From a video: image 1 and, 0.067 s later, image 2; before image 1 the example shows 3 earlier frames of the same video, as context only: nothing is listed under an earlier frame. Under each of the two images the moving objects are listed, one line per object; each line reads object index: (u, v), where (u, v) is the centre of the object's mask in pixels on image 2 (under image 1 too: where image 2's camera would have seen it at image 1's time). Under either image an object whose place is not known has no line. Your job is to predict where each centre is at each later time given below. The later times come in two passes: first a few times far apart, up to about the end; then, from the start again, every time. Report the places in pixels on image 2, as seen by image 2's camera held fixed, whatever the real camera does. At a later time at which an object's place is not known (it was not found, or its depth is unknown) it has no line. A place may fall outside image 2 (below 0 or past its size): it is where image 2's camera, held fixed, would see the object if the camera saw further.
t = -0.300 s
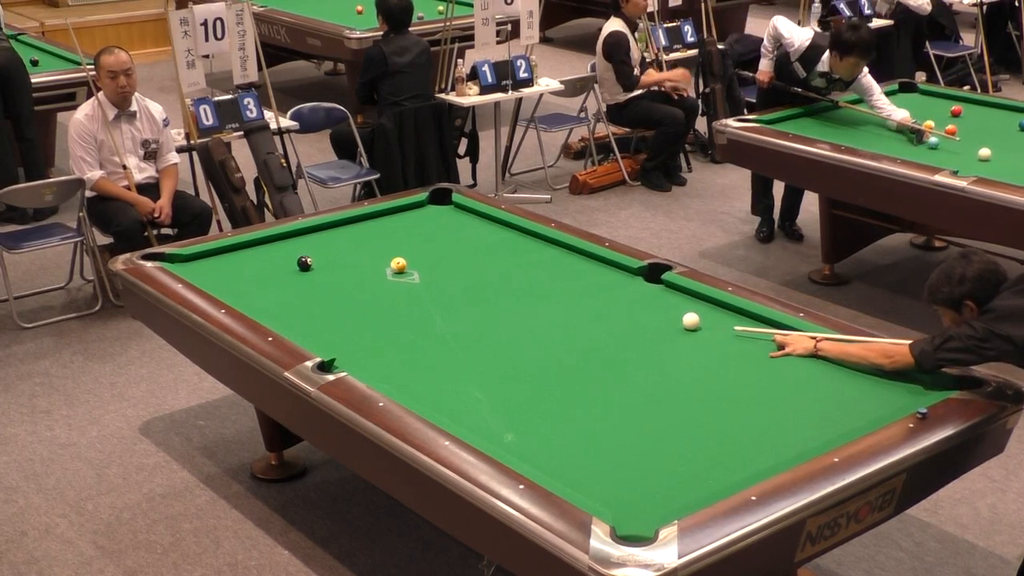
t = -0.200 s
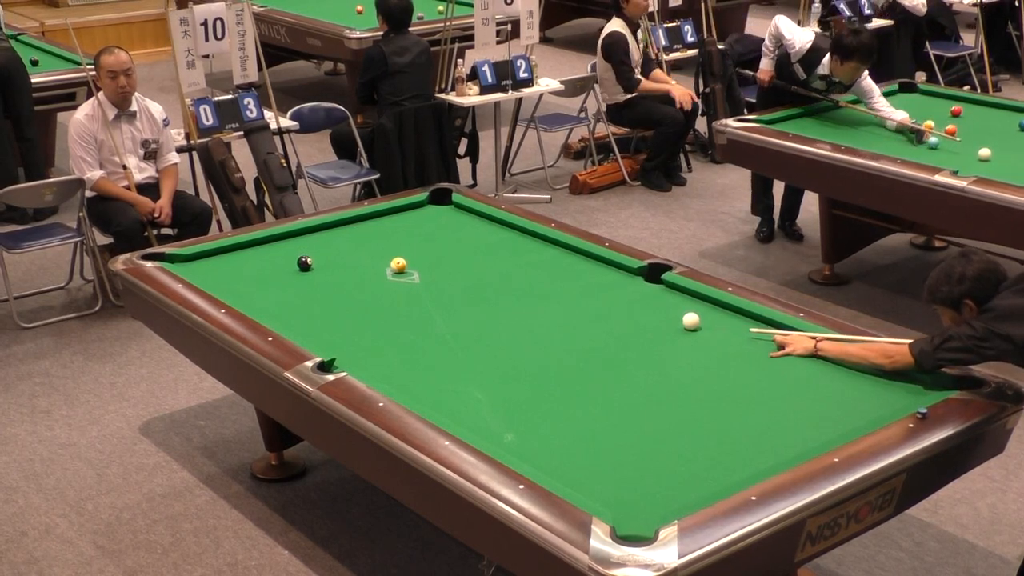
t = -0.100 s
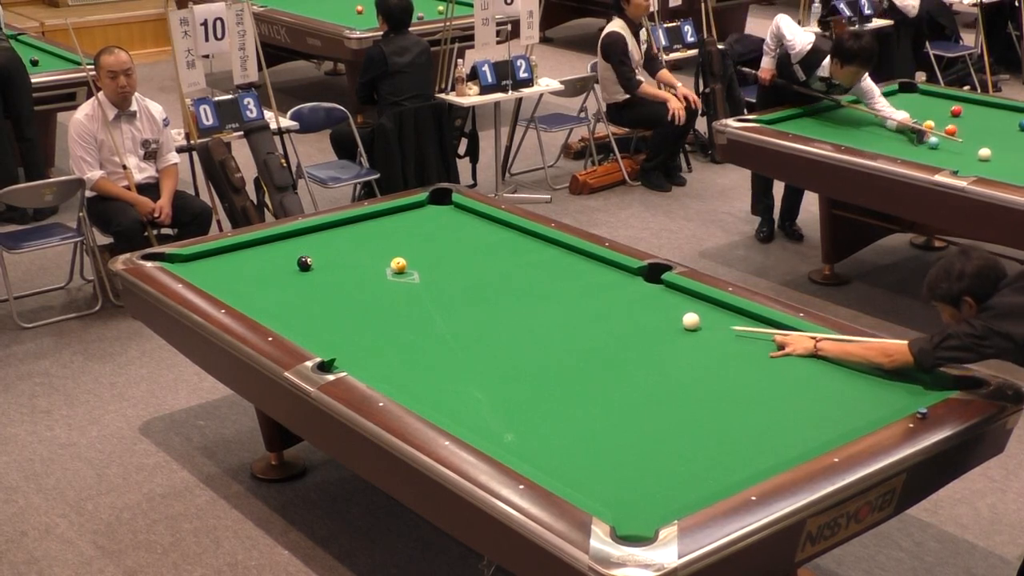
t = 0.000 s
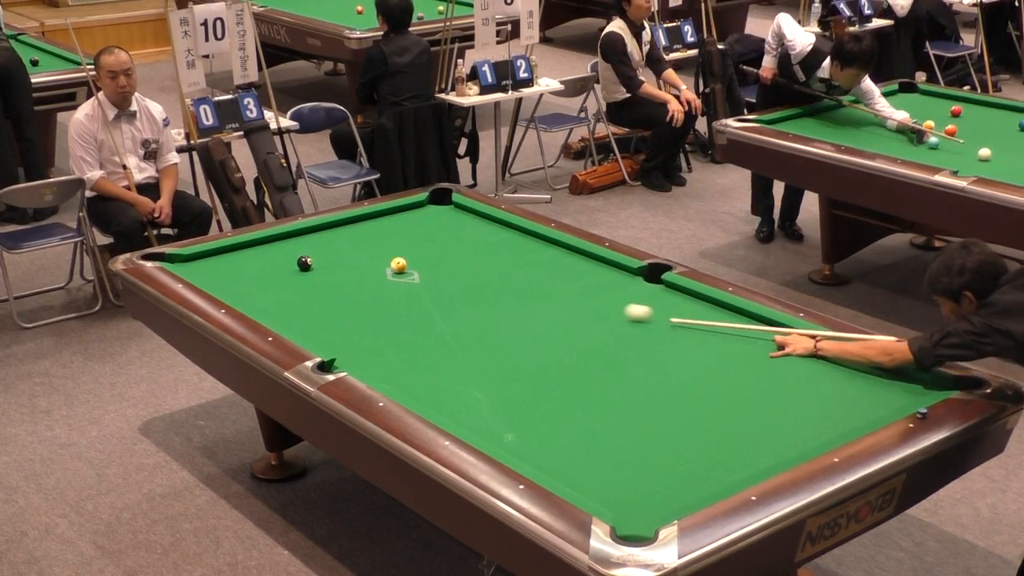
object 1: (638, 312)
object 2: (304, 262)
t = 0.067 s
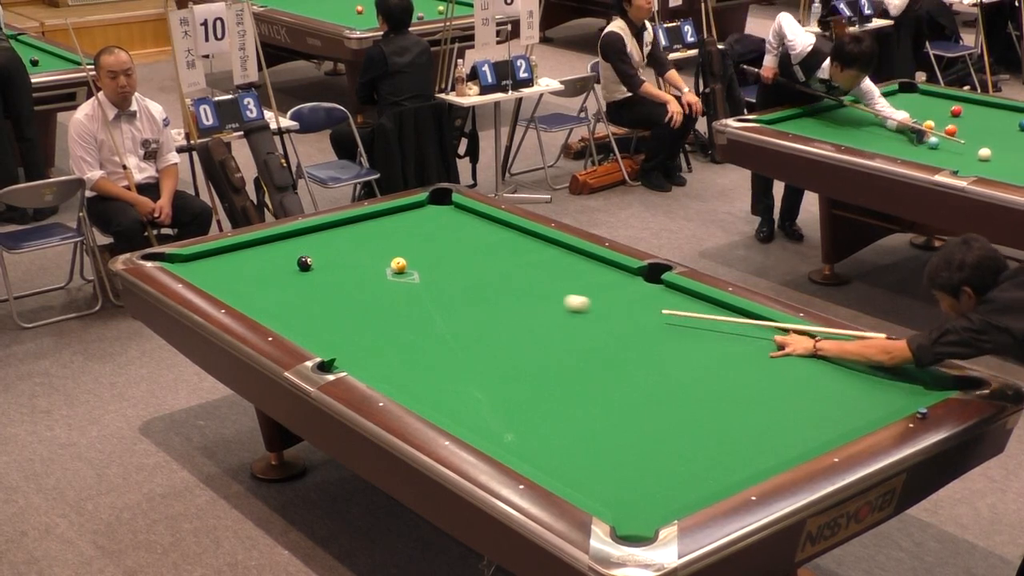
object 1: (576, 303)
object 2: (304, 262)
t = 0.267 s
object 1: (421, 279)
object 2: (304, 262)
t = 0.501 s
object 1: (320, 259)
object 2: (270, 262)
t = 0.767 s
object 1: (321, 244)
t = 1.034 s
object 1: (321, 231)
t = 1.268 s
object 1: (340, 227)
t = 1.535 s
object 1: (369, 227)
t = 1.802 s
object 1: (397, 227)
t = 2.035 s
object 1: (420, 227)
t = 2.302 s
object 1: (445, 227)
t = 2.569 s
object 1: (469, 226)
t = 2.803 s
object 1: (488, 226)
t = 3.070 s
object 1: (508, 226)
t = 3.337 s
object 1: (507, 230)
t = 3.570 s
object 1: (505, 233)
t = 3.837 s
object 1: (503, 236)
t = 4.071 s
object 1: (502, 238)
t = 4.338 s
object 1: (501, 240)
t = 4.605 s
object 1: (500, 241)
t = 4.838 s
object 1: (499, 242)
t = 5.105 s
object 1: (499, 243)
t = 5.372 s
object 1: (498, 243)
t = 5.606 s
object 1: (498, 243)
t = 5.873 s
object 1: (498, 243)
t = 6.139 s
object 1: (498, 243)
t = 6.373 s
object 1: (499, 243)
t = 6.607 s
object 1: (499, 243)
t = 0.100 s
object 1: (548, 299)
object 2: (304, 262)
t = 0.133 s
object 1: (520, 294)
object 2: (304, 262)
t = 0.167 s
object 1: (494, 290)
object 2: (304, 262)
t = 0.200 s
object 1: (469, 286)
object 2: (304, 262)
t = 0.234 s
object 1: (445, 283)
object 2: (304, 262)
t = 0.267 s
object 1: (421, 279)
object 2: (304, 262)
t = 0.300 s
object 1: (399, 275)
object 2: (304, 262)
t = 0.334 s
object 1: (378, 272)
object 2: (304, 262)
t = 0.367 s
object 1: (358, 269)
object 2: (304, 262)
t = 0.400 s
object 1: (339, 266)
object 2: (304, 262)
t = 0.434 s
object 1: (322, 263)
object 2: (304, 262)
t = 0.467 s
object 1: (320, 261)
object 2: (288, 262)
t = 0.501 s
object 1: (320, 259)
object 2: (270, 262)
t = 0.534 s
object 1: (321, 257)
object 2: (253, 262)
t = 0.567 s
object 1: (321, 255)
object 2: (237, 261)
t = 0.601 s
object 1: (321, 253)
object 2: (220, 261)
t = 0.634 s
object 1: (320, 251)
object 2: (205, 261)
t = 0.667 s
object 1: (321, 249)
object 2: (192, 261)
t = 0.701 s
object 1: (321, 248)
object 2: (177, 259)
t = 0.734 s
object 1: (321, 246)
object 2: (166, 258)
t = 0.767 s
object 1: (321, 244)
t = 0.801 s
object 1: (321, 242)
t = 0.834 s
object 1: (321, 241)
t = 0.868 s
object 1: (321, 239)
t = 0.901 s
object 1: (321, 237)
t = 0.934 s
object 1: (321, 236)
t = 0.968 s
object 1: (321, 234)
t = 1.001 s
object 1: (321, 232)
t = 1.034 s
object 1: (321, 231)
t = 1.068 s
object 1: (321, 229)
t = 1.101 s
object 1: (321, 227)
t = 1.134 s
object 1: (324, 227)
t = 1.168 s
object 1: (328, 227)
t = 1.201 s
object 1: (332, 227)
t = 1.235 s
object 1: (336, 227)
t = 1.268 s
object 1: (340, 227)
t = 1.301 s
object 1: (343, 227)
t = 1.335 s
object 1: (347, 227)
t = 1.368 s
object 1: (351, 227)
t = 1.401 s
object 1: (354, 227)
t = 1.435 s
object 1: (358, 227)
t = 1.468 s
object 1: (362, 227)
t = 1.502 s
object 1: (366, 227)
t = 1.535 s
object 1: (369, 227)
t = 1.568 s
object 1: (373, 227)
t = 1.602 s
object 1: (376, 227)
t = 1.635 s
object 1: (380, 227)
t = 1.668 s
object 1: (383, 227)
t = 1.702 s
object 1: (387, 227)
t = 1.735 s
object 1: (390, 227)
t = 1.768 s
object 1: (394, 227)
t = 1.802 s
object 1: (397, 227)
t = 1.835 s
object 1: (401, 227)
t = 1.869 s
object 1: (404, 227)
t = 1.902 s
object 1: (407, 227)
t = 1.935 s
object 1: (410, 227)
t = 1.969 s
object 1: (414, 227)
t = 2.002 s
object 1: (417, 227)
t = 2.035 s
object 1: (420, 227)
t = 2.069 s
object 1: (424, 227)
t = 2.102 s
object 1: (427, 227)
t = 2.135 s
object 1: (430, 227)
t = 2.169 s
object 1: (433, 227)
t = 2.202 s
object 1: (436, 227)
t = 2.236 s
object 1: (439, 227)
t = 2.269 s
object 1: (442, 227)
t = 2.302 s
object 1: (445, 227)
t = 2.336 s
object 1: (448, 227)
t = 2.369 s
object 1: (451, 226)
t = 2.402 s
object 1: (454, 227)
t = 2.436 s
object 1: (457, 227)
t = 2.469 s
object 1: (460, 226)
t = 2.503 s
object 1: (463, 226)
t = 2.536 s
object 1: (466, 226)
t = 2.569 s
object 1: (469, 226)
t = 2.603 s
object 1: (472, 226)
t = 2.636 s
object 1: (475, 226)
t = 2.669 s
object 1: (478, 226)
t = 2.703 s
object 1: (480, 226)
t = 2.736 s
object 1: (483, 226)
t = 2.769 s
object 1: (486, 226)
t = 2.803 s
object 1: (488, 226)
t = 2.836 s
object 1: (491, 226)
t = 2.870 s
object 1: (494, 226)
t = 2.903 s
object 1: (496, 226)
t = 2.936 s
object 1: (499, 226)
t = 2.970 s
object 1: (502, 226)
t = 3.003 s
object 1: (504, 226)
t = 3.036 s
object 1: (507, 226)
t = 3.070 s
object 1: (508, 226)
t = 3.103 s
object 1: (508, 227)
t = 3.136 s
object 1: (508, 227)
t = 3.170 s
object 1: (508, 228)
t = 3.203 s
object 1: (508, 228)
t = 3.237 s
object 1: (507, 229)
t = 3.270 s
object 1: (507, 229)
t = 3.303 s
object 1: (507, 229)
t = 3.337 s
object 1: (507, 230)
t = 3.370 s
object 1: (506, 230)
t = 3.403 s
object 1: (506, 231)
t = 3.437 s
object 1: (506, 231)
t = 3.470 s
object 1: (506, 232)
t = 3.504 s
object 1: (506, 232)
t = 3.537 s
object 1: (505, 232)
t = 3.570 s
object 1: (505, 233)
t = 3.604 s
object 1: (505, 233)
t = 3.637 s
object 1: (505, 233)
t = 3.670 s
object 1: (505, 234)
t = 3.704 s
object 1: (504, 234)
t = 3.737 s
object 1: (504, 234)
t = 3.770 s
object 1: (504, 235)
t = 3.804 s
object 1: (504, 235)
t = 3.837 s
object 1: (503, 236)
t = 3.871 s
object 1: (503, 236)
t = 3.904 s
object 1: (503, 236)
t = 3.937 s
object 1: (503, 236)
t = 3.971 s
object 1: (503, 237)
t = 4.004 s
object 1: (503, 237)
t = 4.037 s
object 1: (502, 237)
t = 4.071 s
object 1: (502, 238)
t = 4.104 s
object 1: (502, 238)
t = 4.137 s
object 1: (502, 238)
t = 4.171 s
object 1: (502, 238)
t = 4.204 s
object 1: (502, 239)
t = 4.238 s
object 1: (502, 239)
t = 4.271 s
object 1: (501, 239)
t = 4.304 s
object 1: (501, 239)
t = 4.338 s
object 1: (501, 240)
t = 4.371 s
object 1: (501, 240)
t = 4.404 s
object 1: (501, 240)
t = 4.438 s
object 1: (501, 240)
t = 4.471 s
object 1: (501, 240)
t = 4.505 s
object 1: (501, 241)
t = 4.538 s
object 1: (500, 241)
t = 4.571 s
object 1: (500, 241)
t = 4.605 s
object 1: (500, 241)
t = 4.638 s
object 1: (500, 241)
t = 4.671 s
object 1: (500, 241)
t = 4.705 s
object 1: (500, 242)
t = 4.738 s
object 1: (500, 242)
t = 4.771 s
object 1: (500, 242)
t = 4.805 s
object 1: (499, 242)
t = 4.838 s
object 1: (499, 242)
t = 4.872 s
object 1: (499, 242)
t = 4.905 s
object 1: (499, 242)
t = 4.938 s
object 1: (499, 242)
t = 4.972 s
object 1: (499, 242)
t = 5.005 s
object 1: (499, 242)
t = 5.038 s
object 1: (499, 242)
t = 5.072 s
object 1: (499, 243)
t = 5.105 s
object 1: (499, 243)
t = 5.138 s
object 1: (499, 243)
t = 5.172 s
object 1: (499, 243)
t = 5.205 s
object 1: (499, 243)
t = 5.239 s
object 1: (498, 243)
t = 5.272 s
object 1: (498, 243)
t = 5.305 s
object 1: (499, 243)
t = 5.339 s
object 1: (498, 243)
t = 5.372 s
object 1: (498, 243)
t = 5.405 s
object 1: (498, 243)
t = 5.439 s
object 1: (498, 243)
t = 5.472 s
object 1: (498, 243)
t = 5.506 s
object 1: (498, 243)
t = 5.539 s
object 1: (498, 243)
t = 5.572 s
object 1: (498, 243)
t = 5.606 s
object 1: (498, 243)
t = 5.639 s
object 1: (498, 243)
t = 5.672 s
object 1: (498, 243)
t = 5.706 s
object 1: (498, 243)
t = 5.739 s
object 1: (498, 243)
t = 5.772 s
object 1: (498, 243)
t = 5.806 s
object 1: (498, 243)
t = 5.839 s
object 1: (498, 243)
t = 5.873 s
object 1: (498, 243)
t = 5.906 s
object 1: (498, 243)
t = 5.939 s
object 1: (499, 243)
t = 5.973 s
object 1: (499, 243)
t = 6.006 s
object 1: (498, 243)
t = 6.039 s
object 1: (498, 243)
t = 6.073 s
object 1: (498, 243)
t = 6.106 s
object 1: (498, 243)
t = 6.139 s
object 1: (498, 243)
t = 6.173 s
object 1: (498, 243)
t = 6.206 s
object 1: (498, 243)
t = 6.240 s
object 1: (498, 243)
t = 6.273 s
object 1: (498, 243)
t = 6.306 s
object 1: (498, 243)
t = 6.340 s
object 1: (498, 243)
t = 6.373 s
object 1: (499, 243)
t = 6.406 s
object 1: (499, 243)
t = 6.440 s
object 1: (499, 243)
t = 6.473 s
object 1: (499, 243)
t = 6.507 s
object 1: (499, 243)
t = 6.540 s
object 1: (499, 243)
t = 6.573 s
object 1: (499, 243)
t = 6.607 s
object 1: (499, 243)
